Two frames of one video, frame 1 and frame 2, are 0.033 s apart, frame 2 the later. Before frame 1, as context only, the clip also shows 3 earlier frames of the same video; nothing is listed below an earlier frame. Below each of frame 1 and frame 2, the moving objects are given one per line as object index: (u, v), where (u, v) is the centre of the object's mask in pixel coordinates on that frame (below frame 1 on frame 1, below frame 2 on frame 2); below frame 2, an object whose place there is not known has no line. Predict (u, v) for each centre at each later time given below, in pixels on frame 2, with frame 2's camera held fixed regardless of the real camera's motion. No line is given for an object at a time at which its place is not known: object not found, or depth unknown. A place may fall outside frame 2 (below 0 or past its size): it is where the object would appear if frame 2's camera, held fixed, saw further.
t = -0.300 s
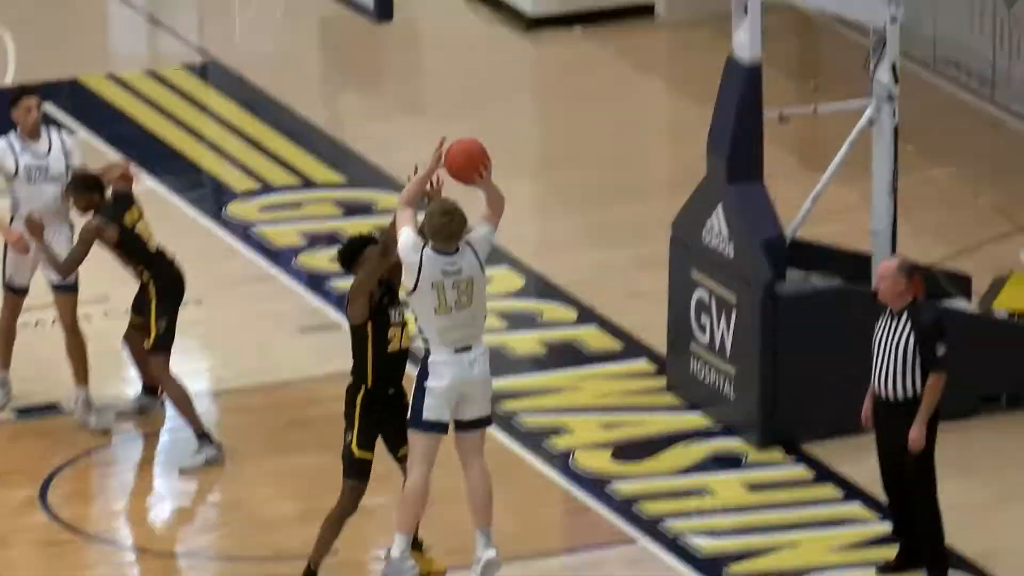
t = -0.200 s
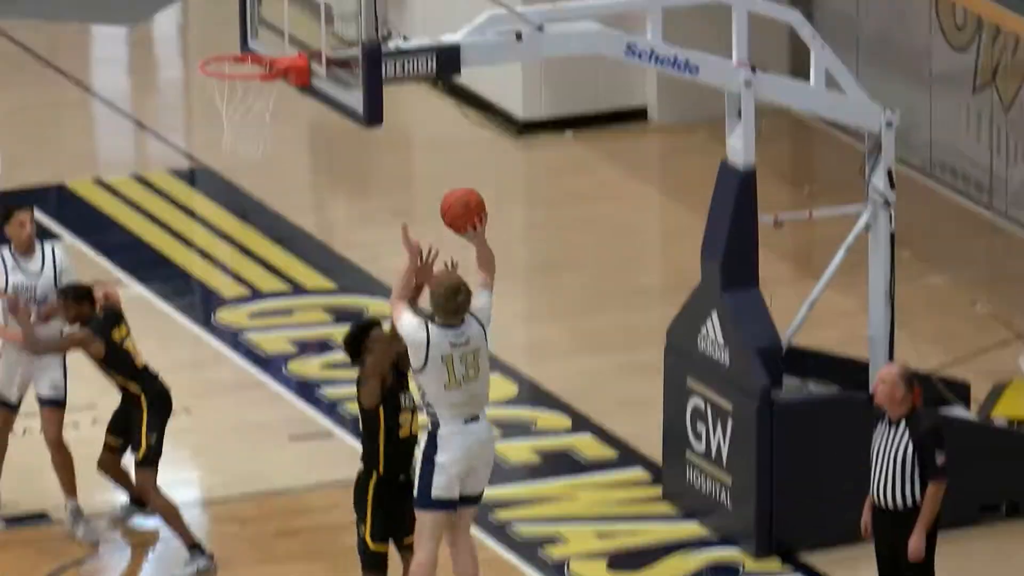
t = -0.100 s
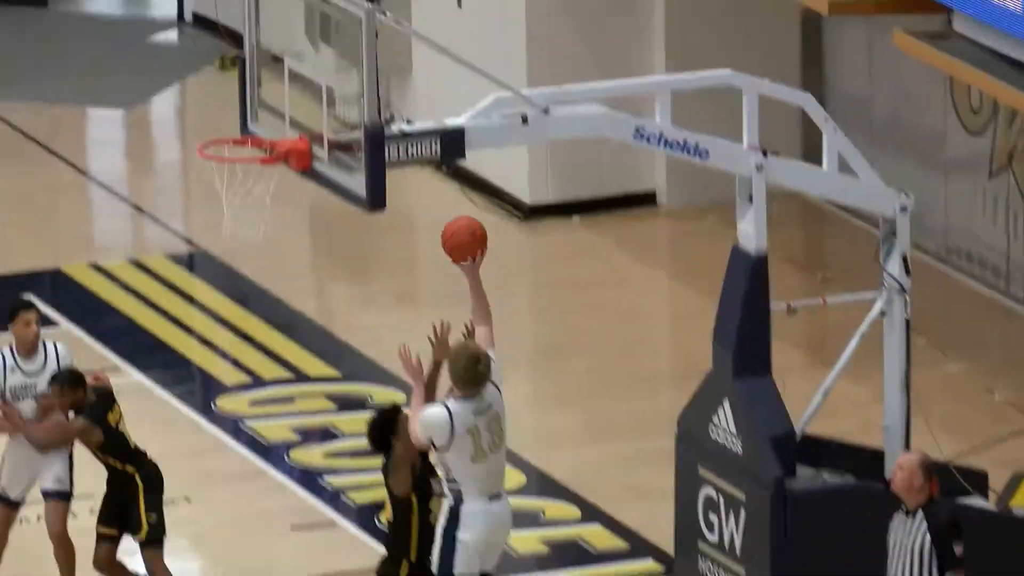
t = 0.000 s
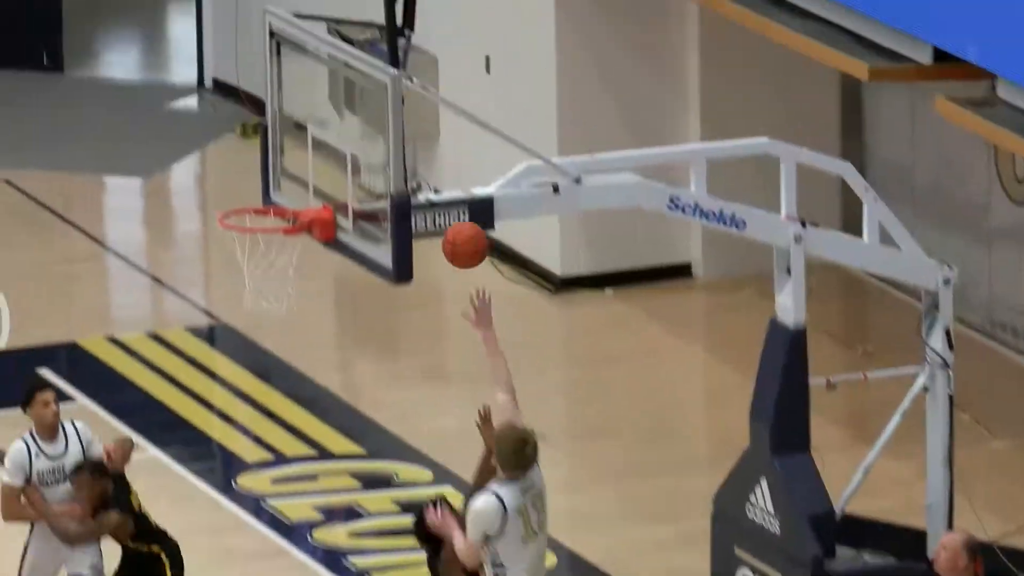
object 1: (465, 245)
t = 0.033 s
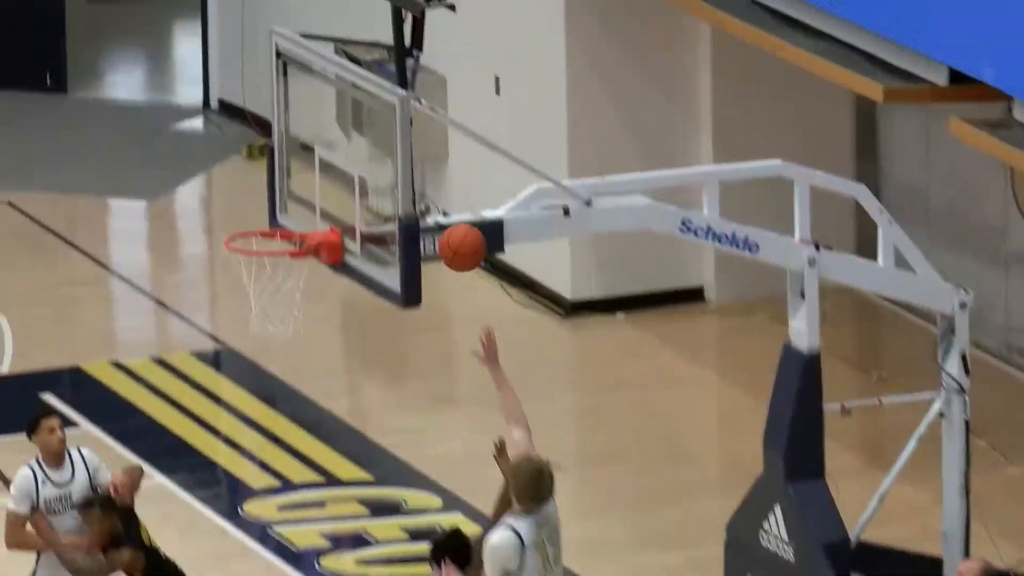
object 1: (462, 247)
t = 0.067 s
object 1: (450, 229)
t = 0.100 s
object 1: (440, 213)
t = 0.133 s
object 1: (430, 199)
